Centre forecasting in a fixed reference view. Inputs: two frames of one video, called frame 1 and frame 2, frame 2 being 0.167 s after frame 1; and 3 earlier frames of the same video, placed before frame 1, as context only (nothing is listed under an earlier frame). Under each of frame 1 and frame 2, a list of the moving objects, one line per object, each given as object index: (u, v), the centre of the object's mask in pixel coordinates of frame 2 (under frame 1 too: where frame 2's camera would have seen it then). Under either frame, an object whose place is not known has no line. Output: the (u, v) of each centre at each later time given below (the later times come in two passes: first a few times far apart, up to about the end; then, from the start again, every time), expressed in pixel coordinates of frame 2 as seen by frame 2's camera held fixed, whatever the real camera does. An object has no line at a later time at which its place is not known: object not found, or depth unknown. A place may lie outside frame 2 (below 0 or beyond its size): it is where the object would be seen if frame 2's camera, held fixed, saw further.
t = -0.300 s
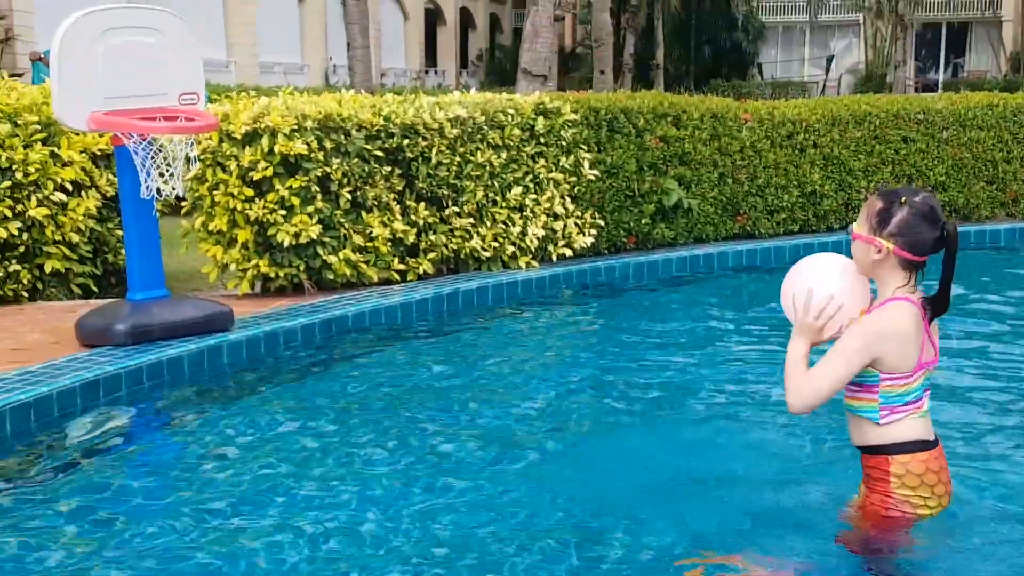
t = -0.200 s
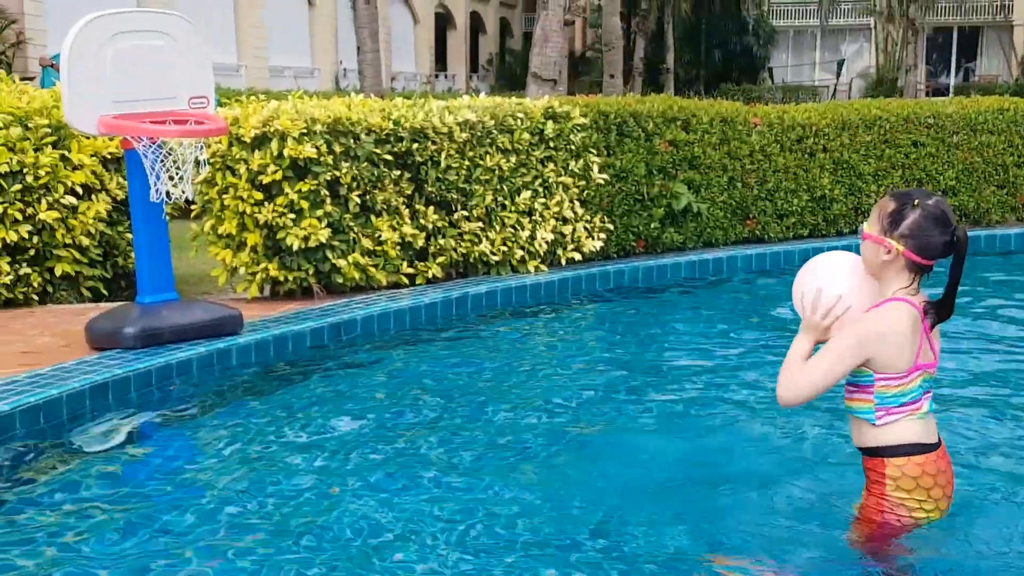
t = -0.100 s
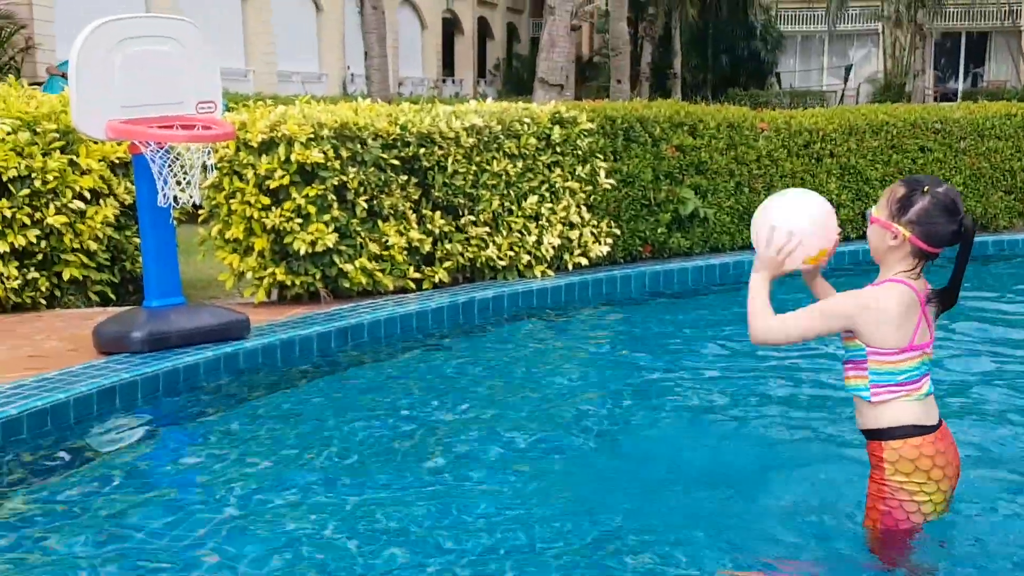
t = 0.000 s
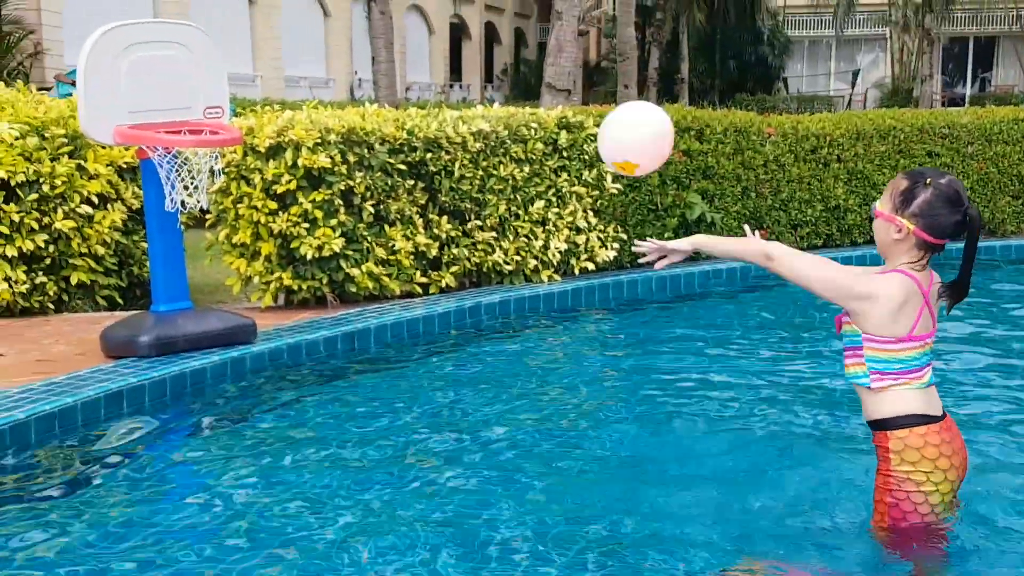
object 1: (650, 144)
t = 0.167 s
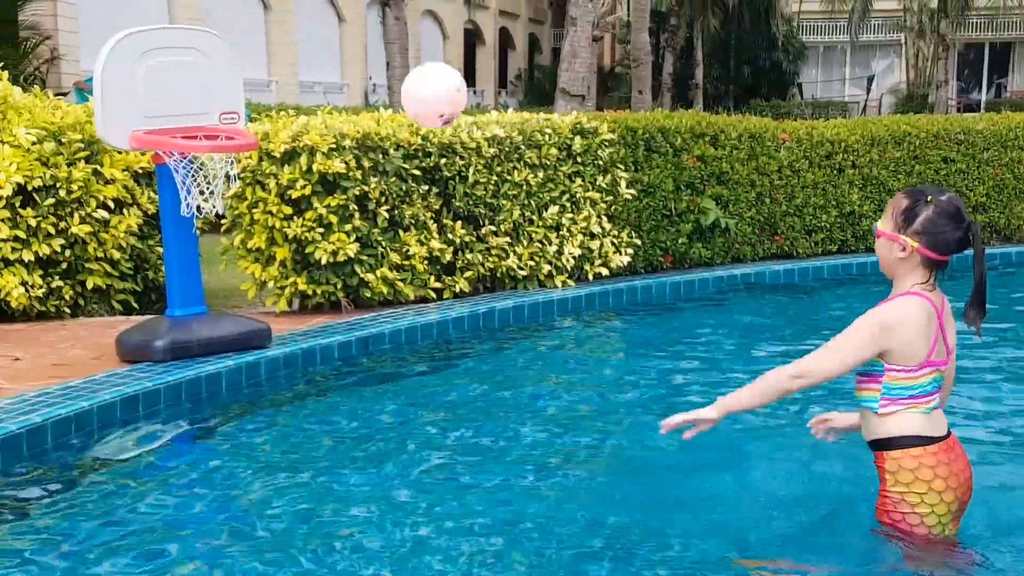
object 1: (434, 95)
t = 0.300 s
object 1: (308, 124)
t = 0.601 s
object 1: (452, 282)
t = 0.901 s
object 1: (518, 329)
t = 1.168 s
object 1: (549, 330)
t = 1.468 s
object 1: (579, 323)
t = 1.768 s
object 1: (600, 321)
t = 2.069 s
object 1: (625, 318)
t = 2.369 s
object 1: (634, 317)
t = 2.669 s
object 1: (642, 313)
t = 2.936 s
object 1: (647, 312)
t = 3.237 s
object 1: (651, 314)
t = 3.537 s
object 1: (654, 314)
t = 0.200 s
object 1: (399, 97)
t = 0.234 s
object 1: (368, 103)
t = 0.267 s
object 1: (337, 112)
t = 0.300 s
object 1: (308, 124)
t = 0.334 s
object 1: (282, 137)
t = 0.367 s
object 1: (304, 147)
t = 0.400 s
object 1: (327, 160)
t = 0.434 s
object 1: (350, 174)
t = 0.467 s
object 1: (371, 191)
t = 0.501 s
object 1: (391, 211)
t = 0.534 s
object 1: (412, 232)
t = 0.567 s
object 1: (432, 256)
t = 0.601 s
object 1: (452, 282)
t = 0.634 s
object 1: (471, 310)
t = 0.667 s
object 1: (489, 331)
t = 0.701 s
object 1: (496, 335)
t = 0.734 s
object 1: (500, 336)
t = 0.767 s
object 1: (502, 337)
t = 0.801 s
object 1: (505, 337)
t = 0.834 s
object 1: (509, 335)
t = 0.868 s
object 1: (513, 332)
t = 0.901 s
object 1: (518, 329)
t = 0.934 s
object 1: (523, 329)
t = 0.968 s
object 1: (528, 330)
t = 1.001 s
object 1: (534, 332)
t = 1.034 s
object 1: (537, 333)
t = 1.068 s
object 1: (539, 333)
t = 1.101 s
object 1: (542, 332)
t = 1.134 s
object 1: (545, 331)
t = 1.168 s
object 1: (549, 330)
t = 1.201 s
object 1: (552, 329)
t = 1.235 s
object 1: (556, 329)
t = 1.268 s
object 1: (560, 329)
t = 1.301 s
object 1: (564, 329)
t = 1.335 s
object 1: (567, 328)
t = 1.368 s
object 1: (570, 327)
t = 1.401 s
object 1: (573, 326)
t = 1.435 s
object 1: (576, 325)
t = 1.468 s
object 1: (579, 323)
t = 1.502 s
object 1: (581, 323)
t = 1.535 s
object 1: (584, 322)
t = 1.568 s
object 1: (586, 322)
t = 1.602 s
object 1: (588, 322)
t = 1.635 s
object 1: (590, 322)
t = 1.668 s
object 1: (592, 322)
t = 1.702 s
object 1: (595, 322)
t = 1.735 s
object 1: (597, 321)
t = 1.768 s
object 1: (600, 321)
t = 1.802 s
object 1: (603, 321)
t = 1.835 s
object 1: (607, 321)
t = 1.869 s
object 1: (610, 320)
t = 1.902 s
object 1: (613, 320)
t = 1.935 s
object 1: (616, 319)
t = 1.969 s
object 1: (619, 319)
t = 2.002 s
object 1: (622, 319)
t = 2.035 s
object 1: (624, 319)
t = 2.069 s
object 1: (625, 318)
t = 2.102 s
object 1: (627, 317)
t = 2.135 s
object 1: (628, 316)
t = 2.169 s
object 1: (629, 316)
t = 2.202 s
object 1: (630, 316)
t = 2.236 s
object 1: (631, 315)
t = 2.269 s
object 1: (632, 316)
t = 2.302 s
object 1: (633, 316)
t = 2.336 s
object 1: (634, 316)
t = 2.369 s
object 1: (634, 317)
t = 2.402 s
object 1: (635, 316)
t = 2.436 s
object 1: (636, 315)
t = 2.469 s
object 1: (637, 314)
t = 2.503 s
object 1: (638, 313)
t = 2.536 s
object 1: (639, 313)
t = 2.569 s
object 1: (640, 313)
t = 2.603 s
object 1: (641, 313)
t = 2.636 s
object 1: (642, 313)
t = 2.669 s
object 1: (642, 313)
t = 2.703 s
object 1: (643, 314)
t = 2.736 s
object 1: (644, 314)
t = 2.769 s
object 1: (645, 314)
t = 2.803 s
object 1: (645, 314)
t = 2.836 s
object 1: (646, 313)
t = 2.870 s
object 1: (646, 313)
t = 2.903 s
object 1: (647, 312)
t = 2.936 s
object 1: (647, 312)
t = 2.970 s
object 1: (647, 312)
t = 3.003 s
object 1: (647, 312)
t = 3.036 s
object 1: (647, 312)
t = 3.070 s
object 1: (648, 312)
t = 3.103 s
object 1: (648, 313)
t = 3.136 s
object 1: (648, 314)
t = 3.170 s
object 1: (649, 314)
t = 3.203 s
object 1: (650, 314)
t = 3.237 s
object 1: (651, 314)
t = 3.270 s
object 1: (651, 314)
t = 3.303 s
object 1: (652, 314)
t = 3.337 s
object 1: (652, 315)
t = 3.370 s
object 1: (653, 315)
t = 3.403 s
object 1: (653, 315)
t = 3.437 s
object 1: (654, 315)
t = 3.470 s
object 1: (654, 315)
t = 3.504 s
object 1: (654, 315)
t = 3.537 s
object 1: (654, 314)
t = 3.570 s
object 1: (654, 313)
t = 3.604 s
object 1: (653, 311)
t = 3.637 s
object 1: (653, 311)
